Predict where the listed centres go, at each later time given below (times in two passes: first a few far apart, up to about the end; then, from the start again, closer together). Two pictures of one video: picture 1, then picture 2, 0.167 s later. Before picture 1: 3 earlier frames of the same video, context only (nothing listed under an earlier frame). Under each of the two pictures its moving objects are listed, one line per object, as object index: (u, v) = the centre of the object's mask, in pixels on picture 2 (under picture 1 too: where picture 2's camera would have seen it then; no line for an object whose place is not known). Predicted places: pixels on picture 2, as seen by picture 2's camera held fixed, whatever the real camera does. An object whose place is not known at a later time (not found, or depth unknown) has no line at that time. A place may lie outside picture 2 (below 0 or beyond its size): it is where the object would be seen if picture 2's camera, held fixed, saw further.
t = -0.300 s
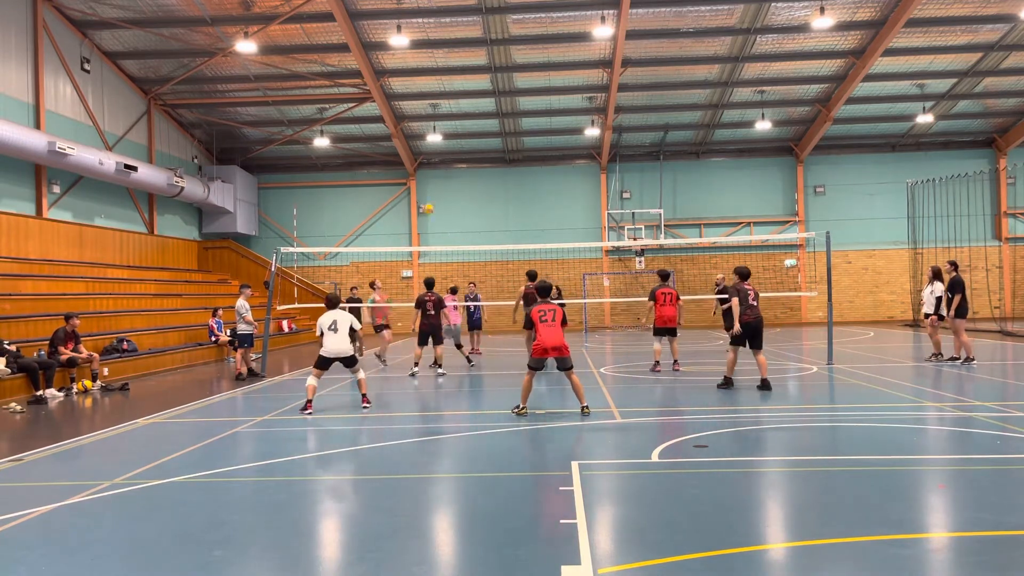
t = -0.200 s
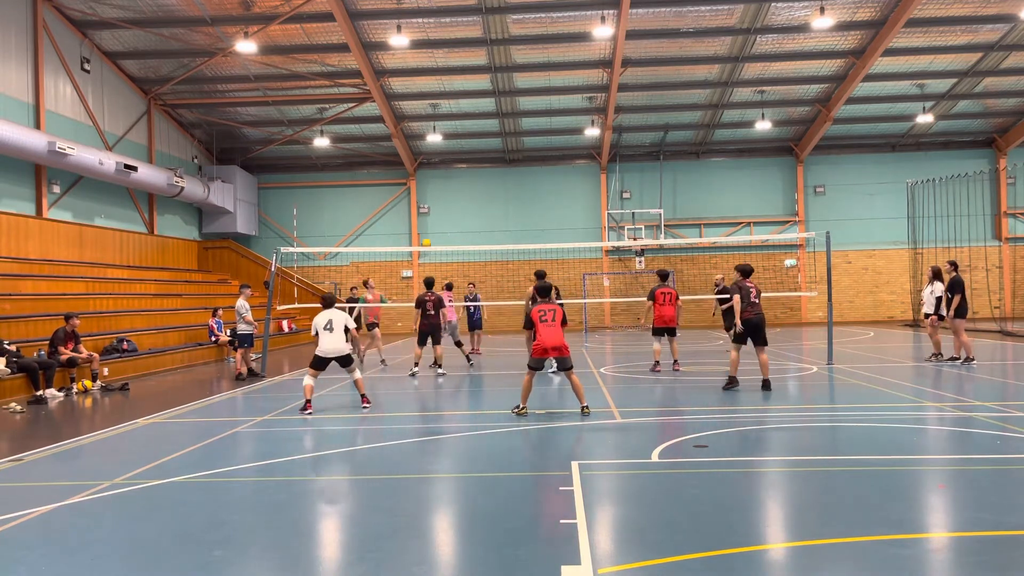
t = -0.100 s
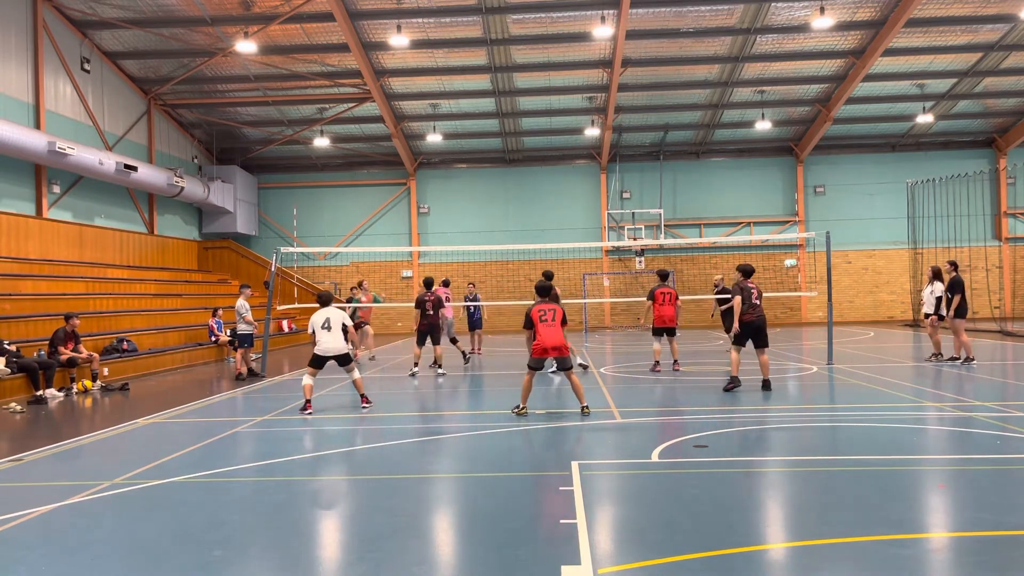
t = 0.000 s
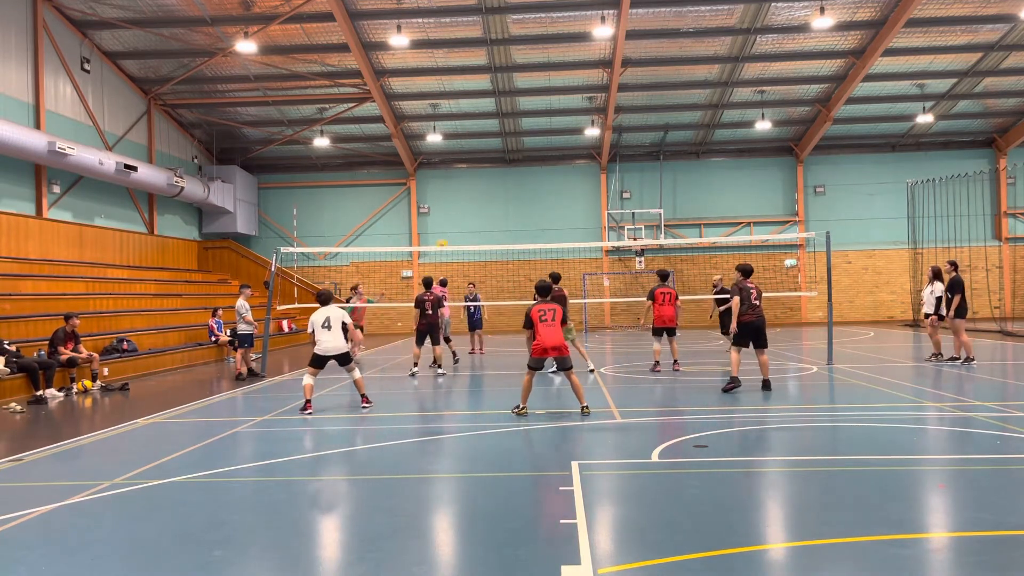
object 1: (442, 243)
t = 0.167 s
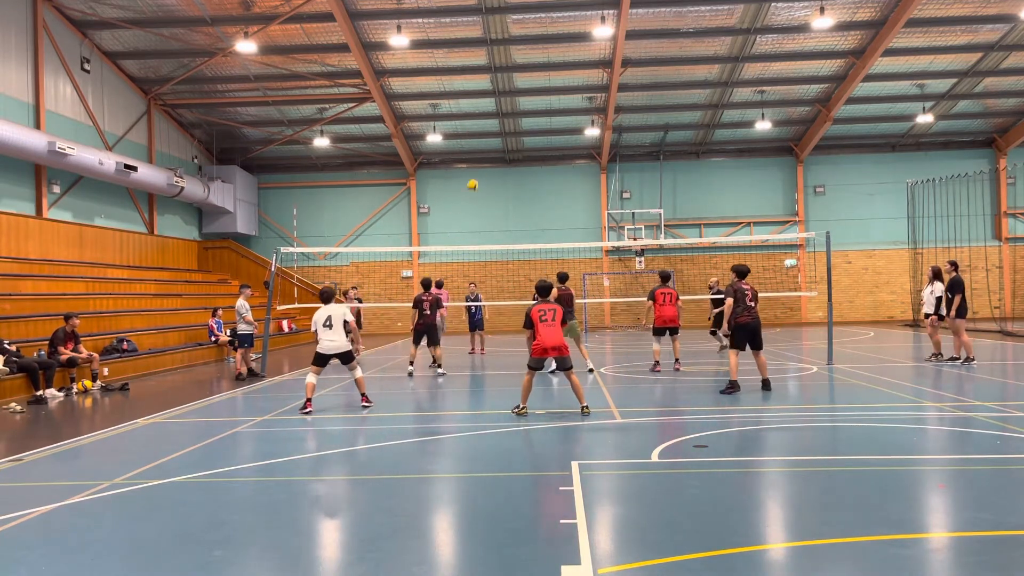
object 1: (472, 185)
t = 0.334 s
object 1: (502, 140)
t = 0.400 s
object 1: (515, 125)
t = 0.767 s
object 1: (580, 88)
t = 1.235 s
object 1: (664, 137)
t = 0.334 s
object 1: (502, 140)
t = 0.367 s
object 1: (508, 132)
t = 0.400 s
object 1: (515, 125)
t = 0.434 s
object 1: (520, 119)
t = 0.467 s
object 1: (526, 114)
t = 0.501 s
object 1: (532, 109)
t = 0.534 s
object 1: (539, 104)
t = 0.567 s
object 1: (545, 100)
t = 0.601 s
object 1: (550, 96)
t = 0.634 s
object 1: (556, 93)
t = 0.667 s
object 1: (562, 91)
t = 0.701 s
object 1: (568, 90)
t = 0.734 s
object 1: (574, 88)
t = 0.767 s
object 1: (580, 88)
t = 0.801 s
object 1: (586, 88)
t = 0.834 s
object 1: (592, 88)
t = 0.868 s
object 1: (598, 89)
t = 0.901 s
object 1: (604, 91)
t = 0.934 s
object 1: (610, 93)
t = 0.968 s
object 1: (617, 96)
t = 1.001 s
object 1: (622, 99)
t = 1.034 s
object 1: (628, 102)
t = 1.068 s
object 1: (634, 107)
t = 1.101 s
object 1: (640, 112)
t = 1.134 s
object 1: (646, 118)
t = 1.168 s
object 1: (652, 124)
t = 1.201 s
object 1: (658, 130)
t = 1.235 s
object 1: (664, 137)
